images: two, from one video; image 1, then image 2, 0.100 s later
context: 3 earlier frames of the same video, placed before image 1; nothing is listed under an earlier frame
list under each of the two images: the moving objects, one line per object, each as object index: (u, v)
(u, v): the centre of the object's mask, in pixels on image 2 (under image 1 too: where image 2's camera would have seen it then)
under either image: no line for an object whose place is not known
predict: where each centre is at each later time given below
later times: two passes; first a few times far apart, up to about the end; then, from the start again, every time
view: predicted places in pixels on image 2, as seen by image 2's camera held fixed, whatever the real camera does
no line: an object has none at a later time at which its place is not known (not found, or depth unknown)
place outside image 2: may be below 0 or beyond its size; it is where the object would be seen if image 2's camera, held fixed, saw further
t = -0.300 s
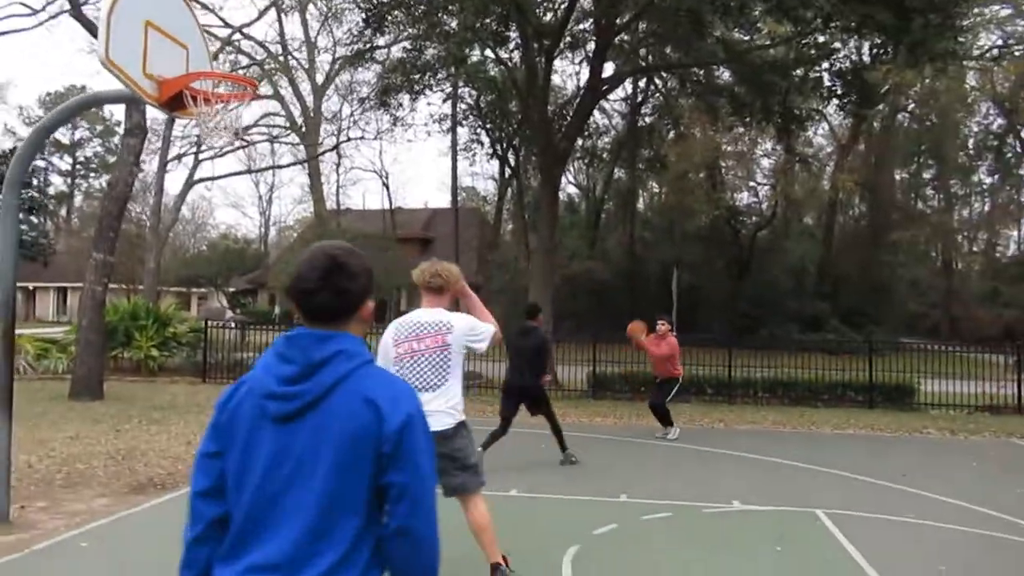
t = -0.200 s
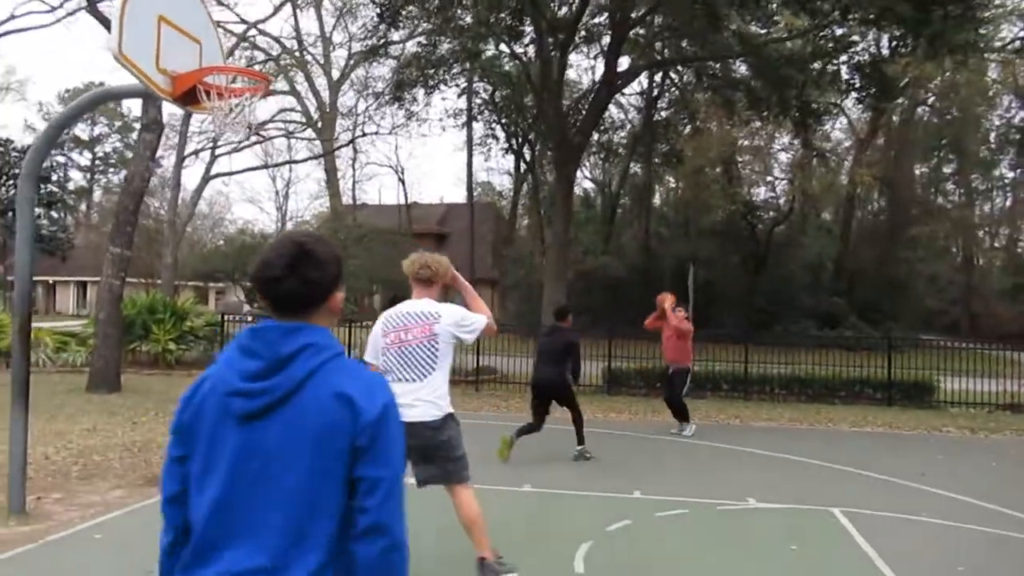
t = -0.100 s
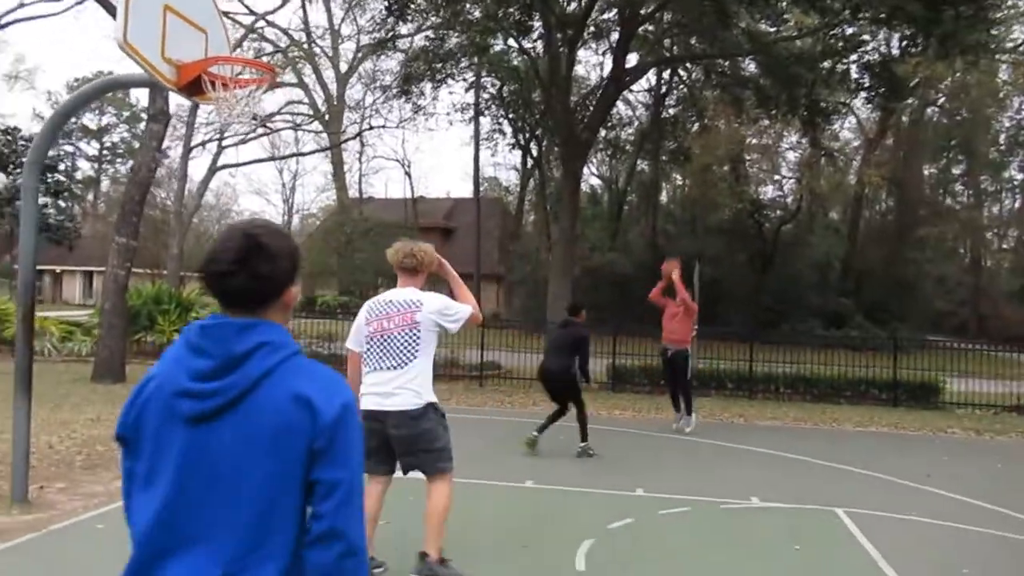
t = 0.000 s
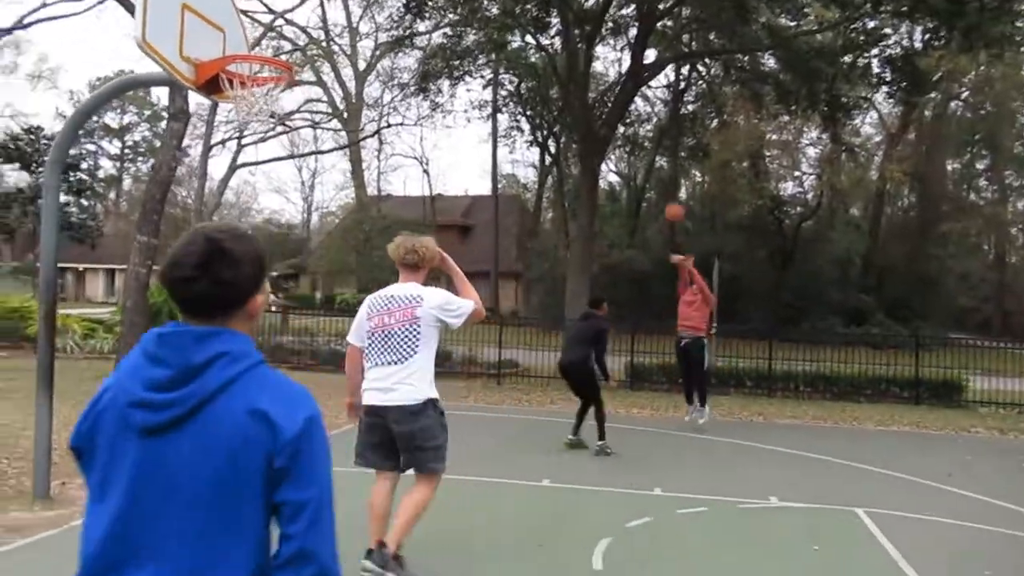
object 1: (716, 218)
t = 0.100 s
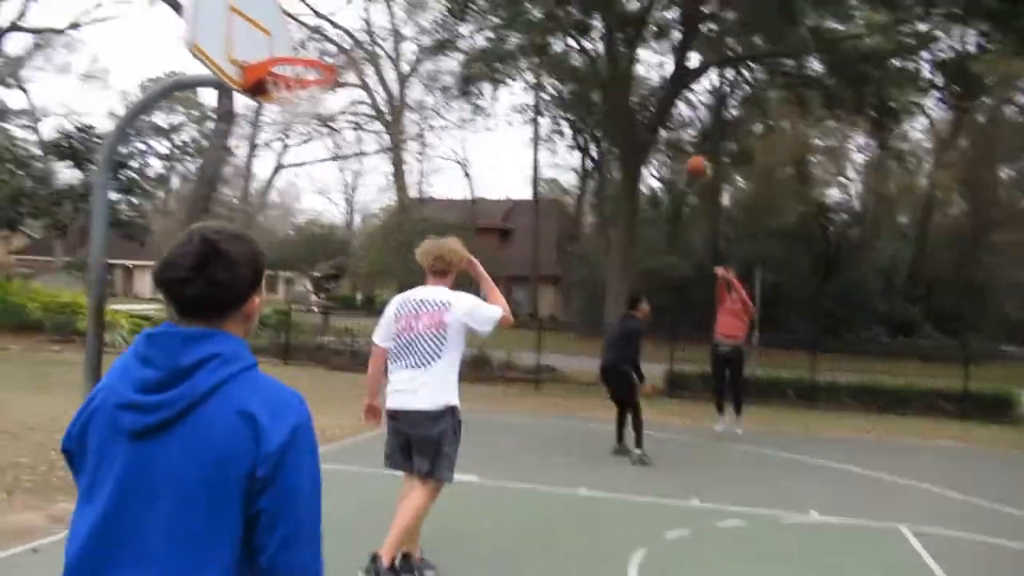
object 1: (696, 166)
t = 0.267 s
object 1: (658, 89)
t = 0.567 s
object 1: (574, -8)
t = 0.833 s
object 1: (477, -31)
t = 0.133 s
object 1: (688, 148)
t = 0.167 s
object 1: (682, 133)
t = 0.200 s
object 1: (673, 118)
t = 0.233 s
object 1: (665, 102)
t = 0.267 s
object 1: (658, 89)
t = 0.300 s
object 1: (649, 75)
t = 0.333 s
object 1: (639, 61)
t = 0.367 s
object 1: (631, 48)
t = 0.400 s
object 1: (622, 37)
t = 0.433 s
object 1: (613, 26)
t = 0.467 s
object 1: (604, 17)
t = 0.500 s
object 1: (593, 8)
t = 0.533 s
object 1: (584, -1)
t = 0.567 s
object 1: (574, -8)
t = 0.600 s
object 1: (563, -15)
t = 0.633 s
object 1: (552, -21)
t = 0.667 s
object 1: (540, -26)
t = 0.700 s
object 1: (528, -29)
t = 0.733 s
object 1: (516, -31)
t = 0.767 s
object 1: (504, -33)
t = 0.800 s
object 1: (491, -32)
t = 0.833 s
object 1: (477, -31)
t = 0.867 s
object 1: (463, -29)
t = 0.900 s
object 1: (449, -26)
